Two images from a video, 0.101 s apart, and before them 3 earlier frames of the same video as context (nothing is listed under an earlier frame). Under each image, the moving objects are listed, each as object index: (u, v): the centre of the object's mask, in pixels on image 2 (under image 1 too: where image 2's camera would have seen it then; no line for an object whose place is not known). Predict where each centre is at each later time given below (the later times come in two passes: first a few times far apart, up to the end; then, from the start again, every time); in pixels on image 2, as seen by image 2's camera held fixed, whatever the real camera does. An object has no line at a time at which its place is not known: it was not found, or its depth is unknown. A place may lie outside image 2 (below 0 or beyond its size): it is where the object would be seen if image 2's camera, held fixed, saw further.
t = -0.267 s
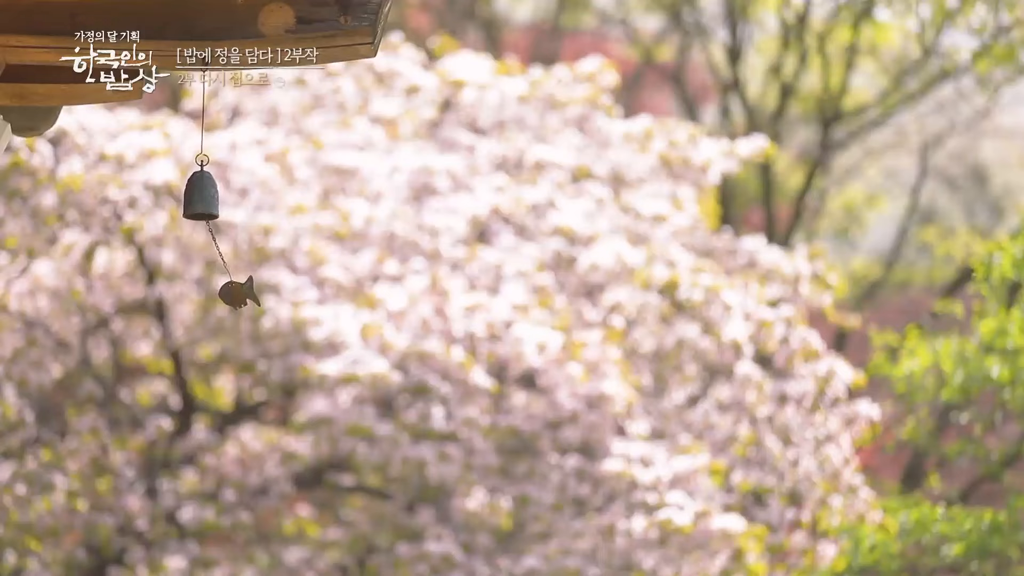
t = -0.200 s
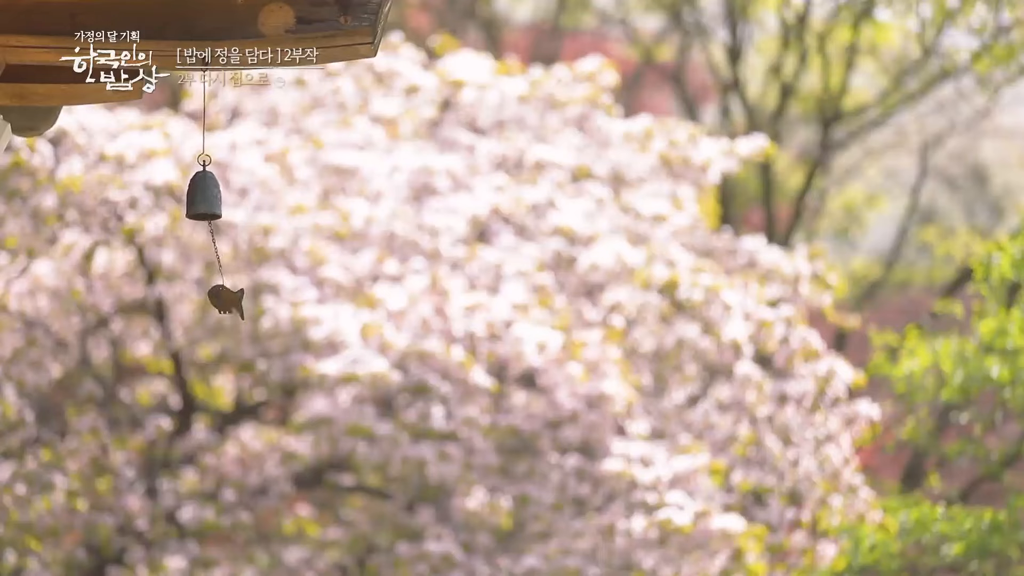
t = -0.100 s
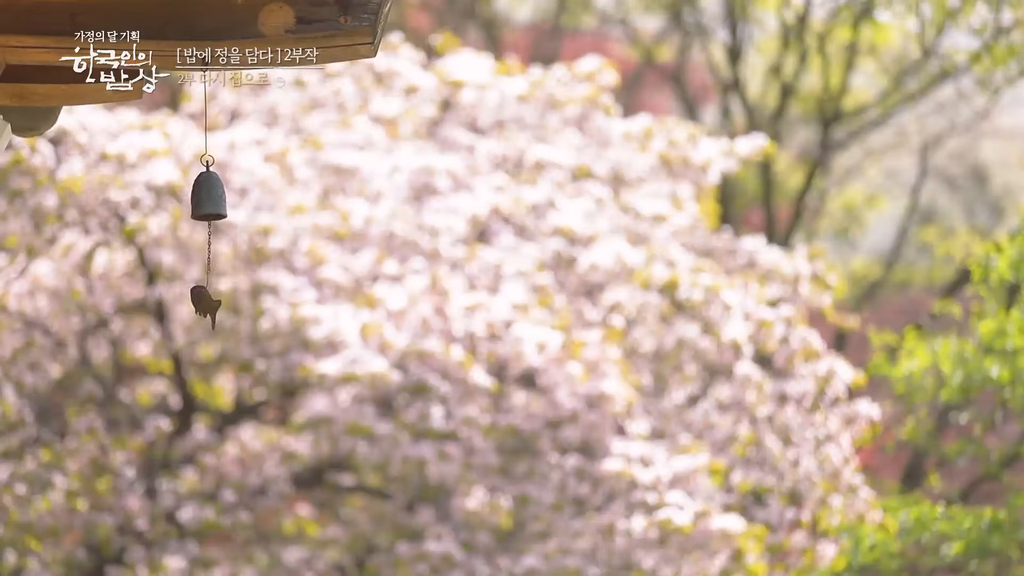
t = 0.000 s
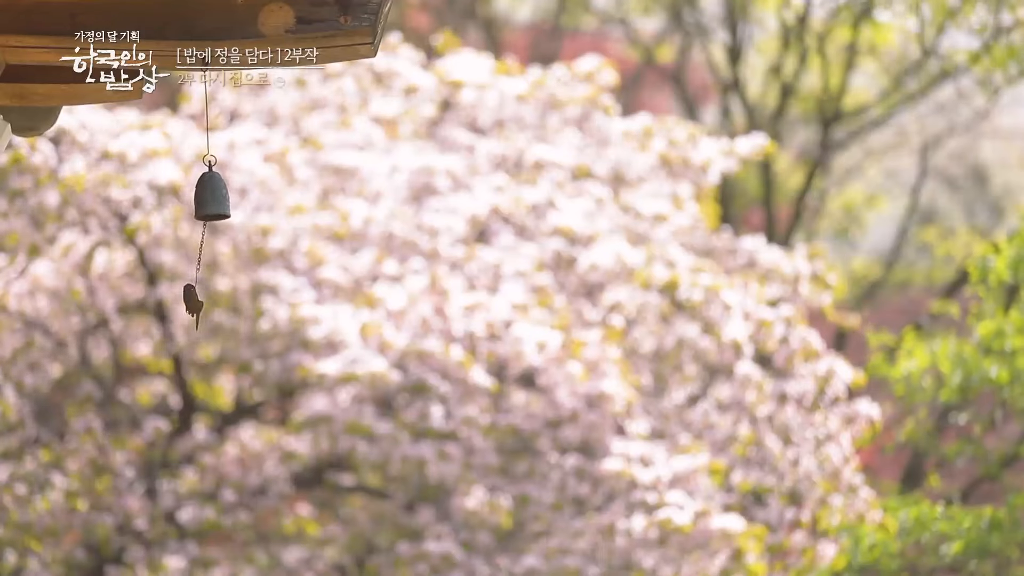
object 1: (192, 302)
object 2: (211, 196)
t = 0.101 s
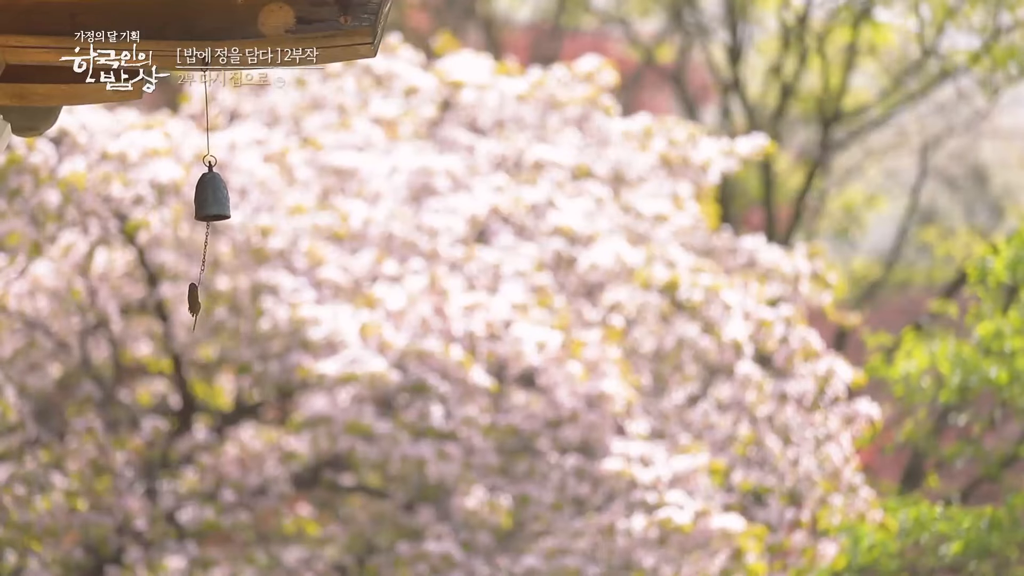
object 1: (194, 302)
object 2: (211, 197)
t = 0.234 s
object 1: (218, 303)
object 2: (208, 197)
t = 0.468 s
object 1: (258, 283)
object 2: (200, 195)
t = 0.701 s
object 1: (205, 301)
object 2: (203, 194)
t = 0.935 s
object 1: (184, 302)
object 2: (208, 195)
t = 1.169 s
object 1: (228, 294)
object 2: (202, 196)
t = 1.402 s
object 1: (237, 298)
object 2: (202, 195)
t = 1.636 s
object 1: (191, 303)
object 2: (205, 195)
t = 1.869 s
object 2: (204, 195)
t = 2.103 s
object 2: (200, 195)
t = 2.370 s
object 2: (204, 195)
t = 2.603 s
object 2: (206, 194)
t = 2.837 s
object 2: (202, 195)
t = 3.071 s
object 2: (202, 195)
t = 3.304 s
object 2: (206, 195)
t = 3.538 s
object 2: (206, 195)
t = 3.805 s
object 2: (203, 195)
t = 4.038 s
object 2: (201, 195)
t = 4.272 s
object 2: (203, 195)
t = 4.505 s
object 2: (204, 195)
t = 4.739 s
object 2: (204, 195)
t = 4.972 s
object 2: (203, 193)
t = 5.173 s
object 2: (201, 194)
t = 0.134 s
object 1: (197, 302)
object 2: (211, 197)
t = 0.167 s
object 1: (203, 304)
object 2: (210, 197)
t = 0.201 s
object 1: (210, 304)
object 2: (209, 197)
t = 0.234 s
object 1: (218, 303)
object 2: (208, 197)
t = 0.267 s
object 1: (226, 301)
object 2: (206, 197)
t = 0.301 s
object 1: (235, 298)
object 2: (205, 196)
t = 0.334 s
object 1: (243, 294)
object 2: (203, 196)
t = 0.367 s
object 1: (250, 290)
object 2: (202, 196)
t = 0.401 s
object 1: (254, 287)
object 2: (201, 196)
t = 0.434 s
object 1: (257, 284)
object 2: (200, 196)
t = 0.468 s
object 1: (258, 283)
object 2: (200, 195)
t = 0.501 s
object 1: (257, 283)
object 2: (200, 195)
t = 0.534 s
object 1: (254, 286)
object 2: (200, 194)
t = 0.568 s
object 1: (248, 290)
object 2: (200, 194)
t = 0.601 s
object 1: (239, 294)
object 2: (200, 194)
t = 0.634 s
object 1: (229, 298)
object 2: (201, 194)
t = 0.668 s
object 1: (217, 300)
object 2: (202, 194)
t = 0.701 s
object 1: (205, 301)
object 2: (203, 194)
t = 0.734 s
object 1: (194, 300)
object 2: (204, 194)
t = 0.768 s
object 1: (185, 299)
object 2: (205, 194)
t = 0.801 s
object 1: (180, 297)
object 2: (207, 194)
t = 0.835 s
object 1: (179, 293)
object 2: (207, 194)
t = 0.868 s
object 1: (177, 301)
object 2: (208, 195)
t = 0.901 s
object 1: (180, 301)
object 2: (208, 195)
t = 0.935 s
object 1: (184, 302)
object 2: (208, 195)
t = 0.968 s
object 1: (189, 303)
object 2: (207, 196)
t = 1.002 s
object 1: (196, 303)
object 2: (207, 196)
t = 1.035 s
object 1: (203, 301)
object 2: (206, 196)
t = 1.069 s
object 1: (210, 299)
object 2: (205, 196)
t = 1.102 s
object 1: (216, 297)
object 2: (204, 196)
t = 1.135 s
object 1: (222, 295)
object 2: (203, 196)
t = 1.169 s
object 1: (228, 294)
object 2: (202, 196)
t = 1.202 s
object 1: (233, 292)
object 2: (202, 196)
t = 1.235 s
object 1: (236, 290)
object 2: (201, 196)
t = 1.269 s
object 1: (237, 289)
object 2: (201, 195)
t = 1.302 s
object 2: (201, 196)
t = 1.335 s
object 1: (242, 297)
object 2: (201, 196)
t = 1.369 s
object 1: (240, 297)
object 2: (201, 196)
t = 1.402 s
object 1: (237, 298)
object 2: (202, 195)
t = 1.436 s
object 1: (232, 299)
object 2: (202, 195)
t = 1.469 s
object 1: (226, 300)
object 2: (203, 195)
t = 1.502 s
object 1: (219, 301)
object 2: (203, 195)
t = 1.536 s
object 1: (212, 302)
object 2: (204, 195)
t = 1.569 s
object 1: (205, 303)
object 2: (204, 195)
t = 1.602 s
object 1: (198, 303)
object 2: (205, 195)
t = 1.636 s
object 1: (191, 303)
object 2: (205, 195)
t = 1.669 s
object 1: (185, 301)
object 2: (206, 195)
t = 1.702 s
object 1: (180, 299)
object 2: (206, 195)
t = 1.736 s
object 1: (176, 298)
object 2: (206, 195)
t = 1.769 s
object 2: (205, 195)
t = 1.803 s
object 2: (205, 195)
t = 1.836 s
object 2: (205, 195)
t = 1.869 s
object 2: (204, 195)
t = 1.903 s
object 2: (203, 195)
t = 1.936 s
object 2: (203, 195)
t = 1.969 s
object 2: (202, 195)
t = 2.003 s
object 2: (201, 195)
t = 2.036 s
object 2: (201, 195)
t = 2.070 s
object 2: (200, 195)
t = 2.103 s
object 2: (200, 195)
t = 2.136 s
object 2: (200, 195)
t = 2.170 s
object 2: (200, 194)
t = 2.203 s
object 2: (201, 195)
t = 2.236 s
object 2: (201, 195)
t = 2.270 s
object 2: (202, 195)
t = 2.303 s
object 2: (203, 194)
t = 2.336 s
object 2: (203, 195)
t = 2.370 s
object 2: (204, 195)
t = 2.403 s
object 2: (205, 195)
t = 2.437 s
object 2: (206, 195)
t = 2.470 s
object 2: (206, 195)
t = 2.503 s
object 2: (206, 195)
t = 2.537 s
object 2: (206, 195)
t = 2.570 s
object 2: (206, 194)
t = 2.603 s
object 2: (206, 194)
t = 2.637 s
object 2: (206, 194)
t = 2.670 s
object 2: (205, 194)
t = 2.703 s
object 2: (204, 194)
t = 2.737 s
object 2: (204, 194)
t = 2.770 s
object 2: (203, 195)
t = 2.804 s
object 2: (203, 195)
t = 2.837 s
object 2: (202, 195)
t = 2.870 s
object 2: (202, 195)
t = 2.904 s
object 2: (201, 195)
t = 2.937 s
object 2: (201, 195)
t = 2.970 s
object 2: (201, 195)
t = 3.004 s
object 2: (201, 195)
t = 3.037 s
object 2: (201, 195)
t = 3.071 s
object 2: (202, 195)
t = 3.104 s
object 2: (202, 195)
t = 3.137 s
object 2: (203, 195)
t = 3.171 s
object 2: (203, 195)
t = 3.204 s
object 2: (204, 195)
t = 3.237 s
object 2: (204, 195)
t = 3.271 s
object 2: (205, 195)
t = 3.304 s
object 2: (206, 195)
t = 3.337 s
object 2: (206, 195)
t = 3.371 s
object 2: (207, 195)
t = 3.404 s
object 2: (207, 195)
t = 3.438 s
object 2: (207, 195)
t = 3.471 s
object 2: (207, 195)
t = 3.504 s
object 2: (207, 195)
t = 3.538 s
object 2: (206, 195)
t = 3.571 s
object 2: (206, 195)
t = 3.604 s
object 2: (206, 195)
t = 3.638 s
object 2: (205, 195)
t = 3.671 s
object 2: (205, 195)
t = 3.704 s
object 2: (204, 195)
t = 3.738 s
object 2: (204, 195)
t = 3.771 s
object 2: (203, 195)
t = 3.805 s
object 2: (203, 195)
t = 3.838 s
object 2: (202, 195)
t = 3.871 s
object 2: (202, 195)
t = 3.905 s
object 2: (202, 195)
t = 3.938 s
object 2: (201, 195)
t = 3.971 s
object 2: (201, 195)
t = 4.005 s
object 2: (201, 195)
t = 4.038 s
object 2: (201, 195)
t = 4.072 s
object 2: (201, 195)
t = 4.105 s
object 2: (202, 195)
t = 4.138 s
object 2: (202, 195)
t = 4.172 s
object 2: (202, 195)
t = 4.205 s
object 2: (202, 195)
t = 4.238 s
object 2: (203, 195)
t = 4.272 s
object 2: (203, 195)
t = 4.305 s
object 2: (203, 195)
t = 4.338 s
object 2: (203, 195)
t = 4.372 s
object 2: (203, 195)
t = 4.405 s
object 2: (204, 195)
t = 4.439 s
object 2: (204, 195)
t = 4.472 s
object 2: (204, 195)
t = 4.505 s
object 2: (204, 195)
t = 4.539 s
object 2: (204, 195)
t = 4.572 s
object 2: (203, 195)
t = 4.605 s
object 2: (203, 195)
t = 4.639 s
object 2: (203, 195)
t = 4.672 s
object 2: (204, 195)
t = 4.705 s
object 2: (204, 195)
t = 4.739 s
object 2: (204, 195)
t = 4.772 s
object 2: (204, 195)
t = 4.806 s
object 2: (204, 195)
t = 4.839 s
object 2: (204, 195)
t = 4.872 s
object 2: (204, 194)
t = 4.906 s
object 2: (203, 194)
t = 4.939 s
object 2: (203, 194)
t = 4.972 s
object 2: (203, 193)
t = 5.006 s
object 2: (202, 194)
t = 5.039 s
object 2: (202, 194)
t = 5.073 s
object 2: (202, 194)
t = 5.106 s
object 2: (202, 194)
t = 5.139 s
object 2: (202, 194)
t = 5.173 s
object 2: (201, 194)
